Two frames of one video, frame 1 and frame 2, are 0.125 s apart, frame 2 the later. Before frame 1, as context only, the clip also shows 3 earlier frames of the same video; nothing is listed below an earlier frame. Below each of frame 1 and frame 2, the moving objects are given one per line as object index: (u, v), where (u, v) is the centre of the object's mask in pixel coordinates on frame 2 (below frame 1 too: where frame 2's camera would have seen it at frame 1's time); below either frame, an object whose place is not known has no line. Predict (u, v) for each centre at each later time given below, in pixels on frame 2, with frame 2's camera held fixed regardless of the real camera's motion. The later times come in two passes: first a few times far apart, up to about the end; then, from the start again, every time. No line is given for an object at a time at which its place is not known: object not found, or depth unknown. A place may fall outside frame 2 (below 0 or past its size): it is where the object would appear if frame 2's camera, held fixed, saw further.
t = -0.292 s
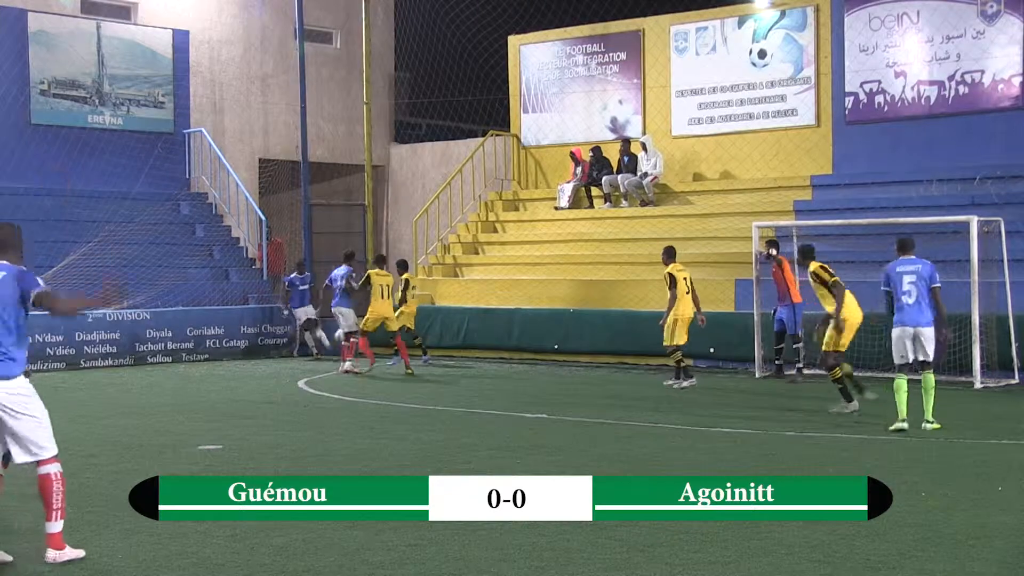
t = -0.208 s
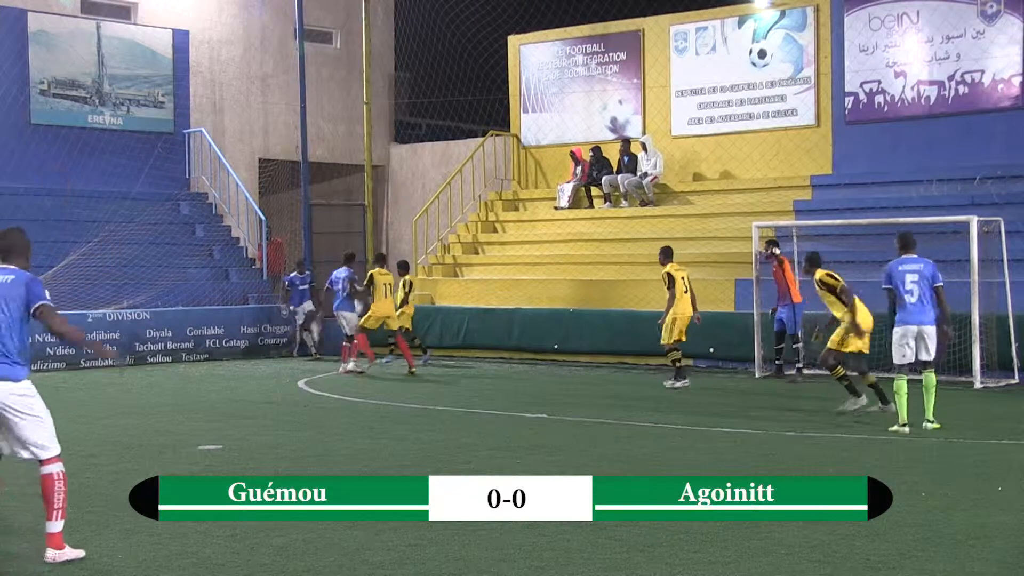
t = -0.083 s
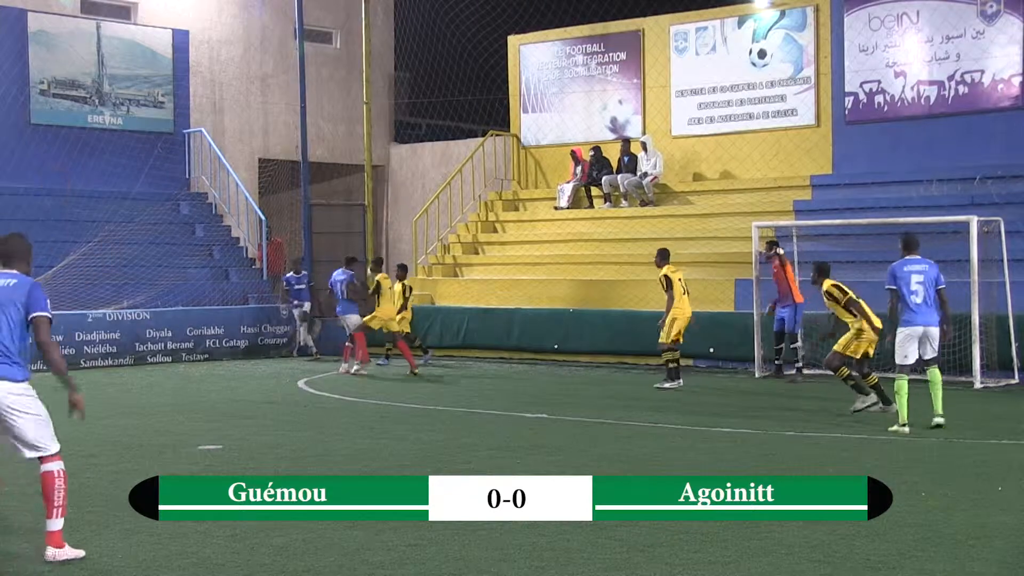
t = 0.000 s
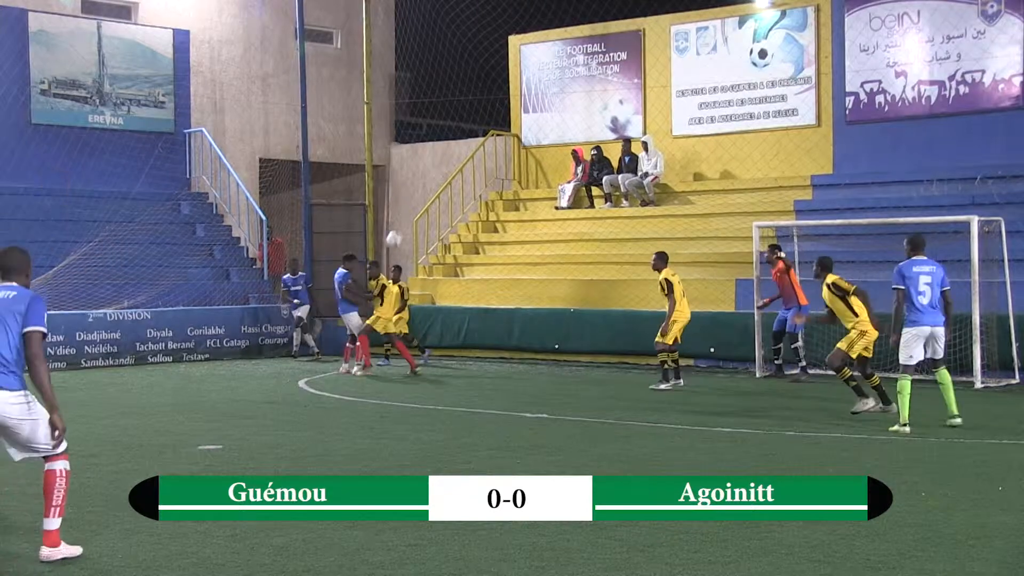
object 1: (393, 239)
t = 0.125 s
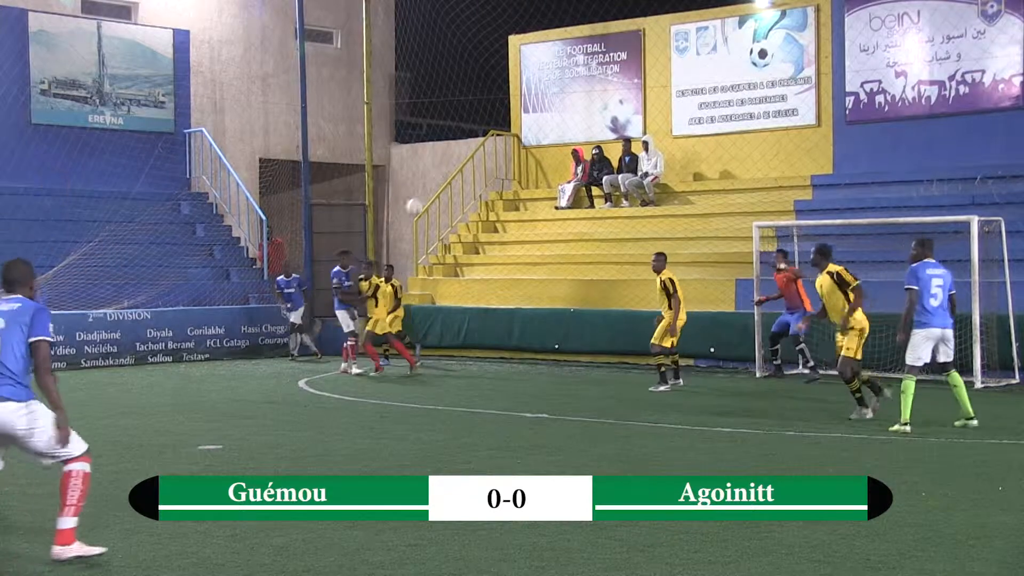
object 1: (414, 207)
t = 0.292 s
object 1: (442, 173)
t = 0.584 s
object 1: (498, 143)
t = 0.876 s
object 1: (557, 187)
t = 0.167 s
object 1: (421, 198)
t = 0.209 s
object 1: (428, 189)
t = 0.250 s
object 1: (435, 180)
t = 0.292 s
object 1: (442, 173)
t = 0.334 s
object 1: (449, 166)
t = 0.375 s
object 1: (456, 160)
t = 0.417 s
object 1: (464, 154)
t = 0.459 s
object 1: (475, 148)
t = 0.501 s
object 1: (483, 145)
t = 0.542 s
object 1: (490, 143)
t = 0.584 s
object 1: (498, 143)
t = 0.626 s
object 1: (506, 144)
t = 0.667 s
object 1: (513, 146)
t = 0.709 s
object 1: (522, 150)
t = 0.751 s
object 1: (530, 156)
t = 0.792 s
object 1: (539, 164)
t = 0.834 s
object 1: (548, 174)
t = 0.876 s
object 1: (557, 187)
